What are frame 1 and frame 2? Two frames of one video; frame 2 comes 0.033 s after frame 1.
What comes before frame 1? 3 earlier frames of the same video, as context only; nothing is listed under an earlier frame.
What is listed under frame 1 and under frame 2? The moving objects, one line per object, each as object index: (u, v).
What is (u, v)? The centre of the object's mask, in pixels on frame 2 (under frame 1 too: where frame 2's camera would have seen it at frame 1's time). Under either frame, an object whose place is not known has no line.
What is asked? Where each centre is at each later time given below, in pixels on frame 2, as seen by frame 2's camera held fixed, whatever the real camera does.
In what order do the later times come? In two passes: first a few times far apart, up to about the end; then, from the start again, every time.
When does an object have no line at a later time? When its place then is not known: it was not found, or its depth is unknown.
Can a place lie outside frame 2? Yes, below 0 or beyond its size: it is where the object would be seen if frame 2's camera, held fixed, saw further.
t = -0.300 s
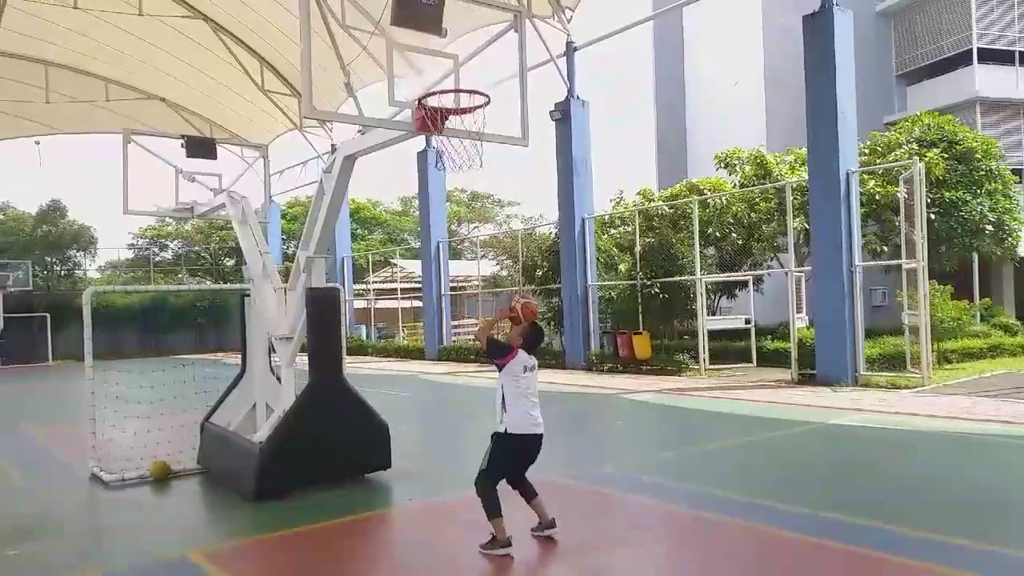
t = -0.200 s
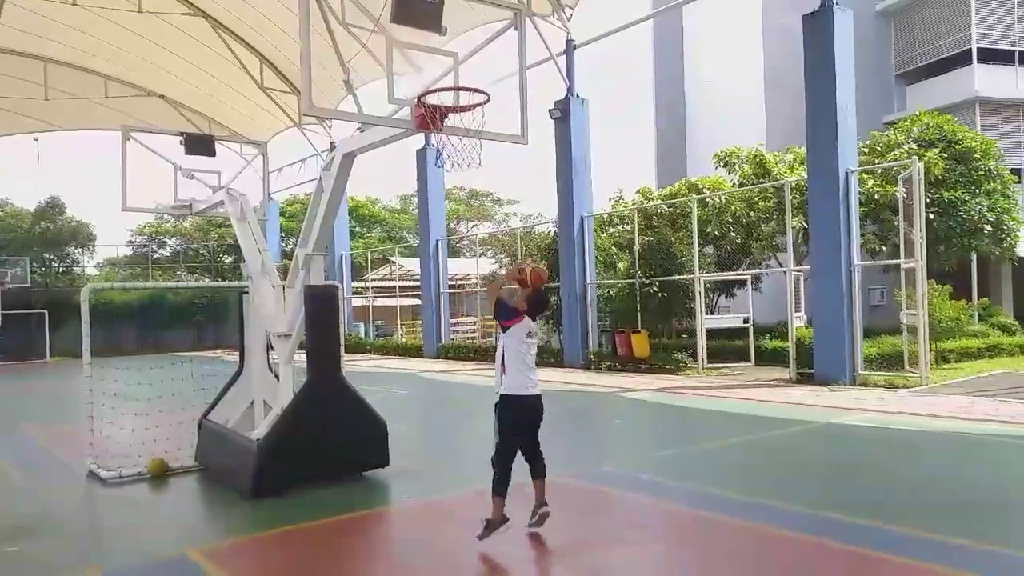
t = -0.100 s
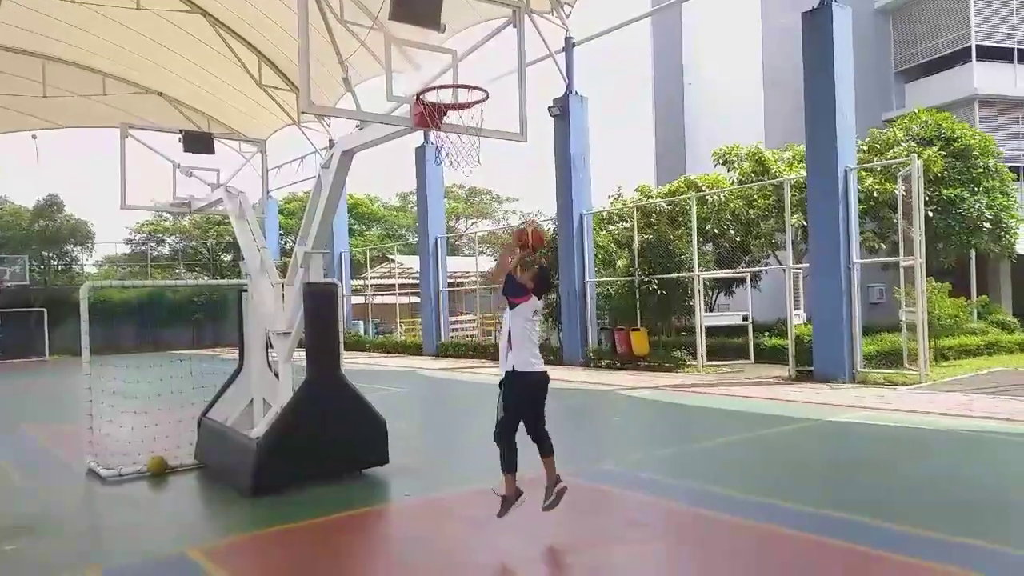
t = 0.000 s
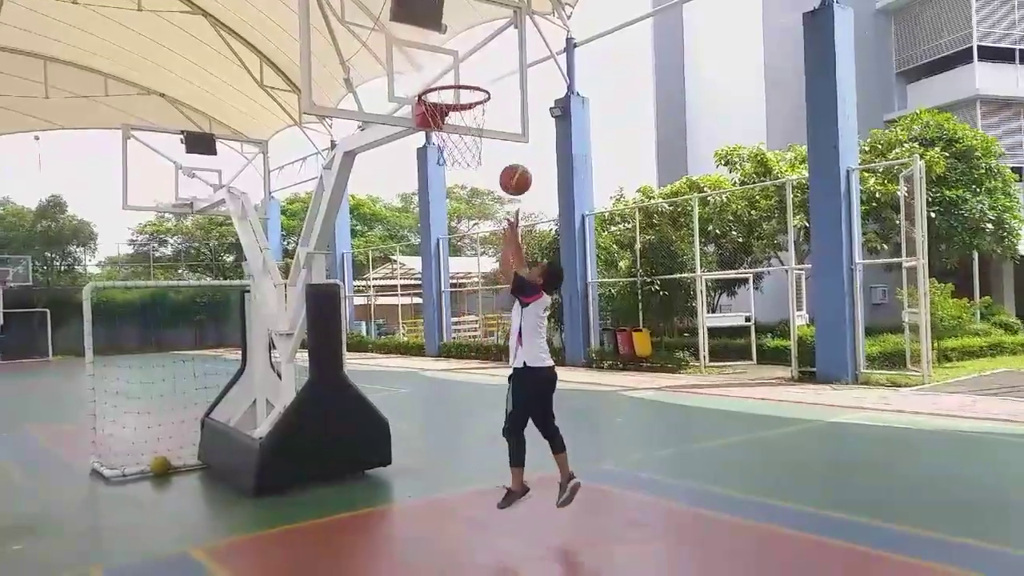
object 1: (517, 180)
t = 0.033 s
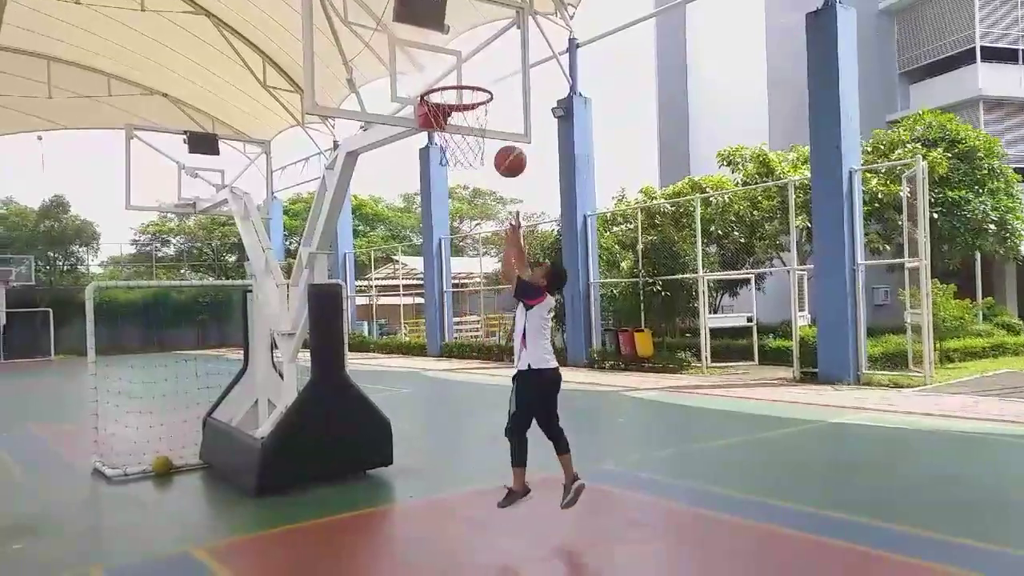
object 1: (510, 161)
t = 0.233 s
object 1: (475, 84)
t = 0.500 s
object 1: (475, 81)
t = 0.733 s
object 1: (451, 131)
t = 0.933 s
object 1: (430, 230)
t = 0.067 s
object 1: (503, 144)
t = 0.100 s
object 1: (496, 128)
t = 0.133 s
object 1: (488, 114)
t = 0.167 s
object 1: (481, 101)
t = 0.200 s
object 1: (476, 90)
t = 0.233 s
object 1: (475, 84)
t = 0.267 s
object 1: (473, 77)
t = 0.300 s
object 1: (474, 72)
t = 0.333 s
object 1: (474, 70)
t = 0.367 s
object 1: (474, 69)
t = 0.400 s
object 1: (474, 70)
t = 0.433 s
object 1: (474, 71)
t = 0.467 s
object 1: (474, 75)
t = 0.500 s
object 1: (475, 81)
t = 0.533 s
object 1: (475, 88)
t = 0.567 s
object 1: (471, 91)
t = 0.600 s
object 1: (467, 95)
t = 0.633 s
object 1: (463, 102)
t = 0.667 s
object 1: (459, 110)
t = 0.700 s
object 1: (454, 120)
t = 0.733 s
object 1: (451, 131)
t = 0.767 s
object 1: (448, 145)
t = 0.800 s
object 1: (443, 158)
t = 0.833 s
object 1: (440, 173)
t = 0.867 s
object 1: (438, 190)
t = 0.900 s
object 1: (434, 209)
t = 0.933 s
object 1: (430, 230)
